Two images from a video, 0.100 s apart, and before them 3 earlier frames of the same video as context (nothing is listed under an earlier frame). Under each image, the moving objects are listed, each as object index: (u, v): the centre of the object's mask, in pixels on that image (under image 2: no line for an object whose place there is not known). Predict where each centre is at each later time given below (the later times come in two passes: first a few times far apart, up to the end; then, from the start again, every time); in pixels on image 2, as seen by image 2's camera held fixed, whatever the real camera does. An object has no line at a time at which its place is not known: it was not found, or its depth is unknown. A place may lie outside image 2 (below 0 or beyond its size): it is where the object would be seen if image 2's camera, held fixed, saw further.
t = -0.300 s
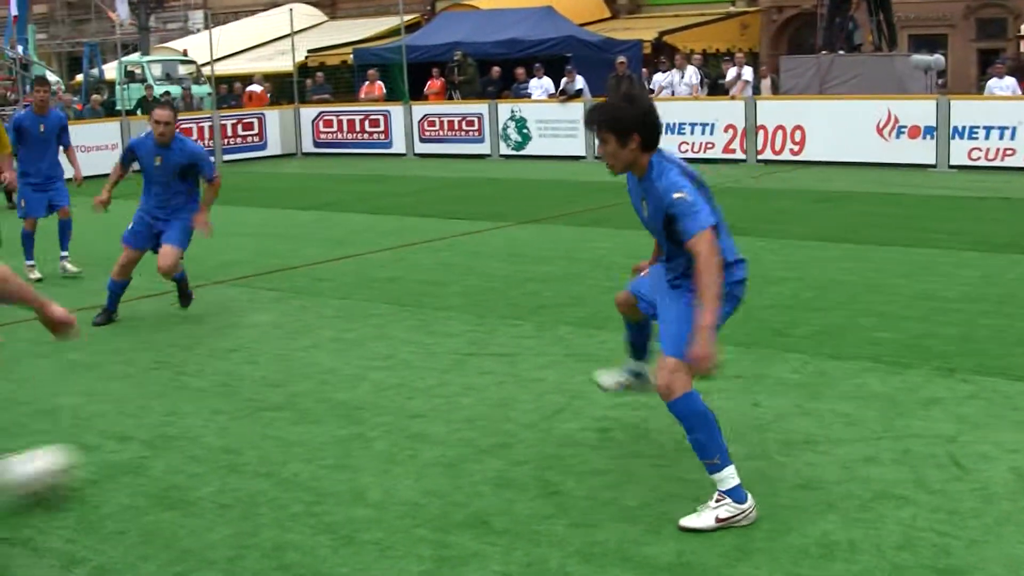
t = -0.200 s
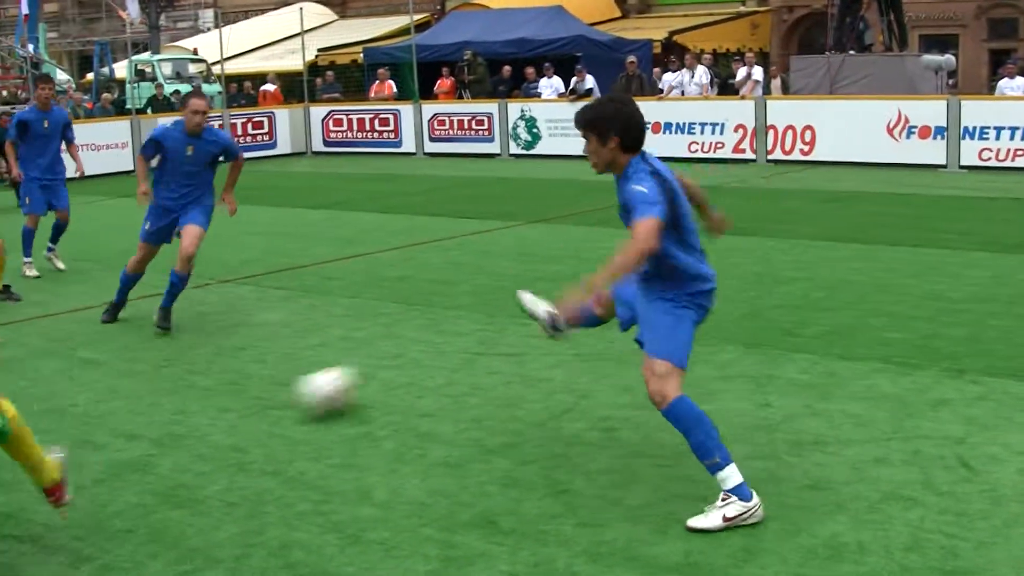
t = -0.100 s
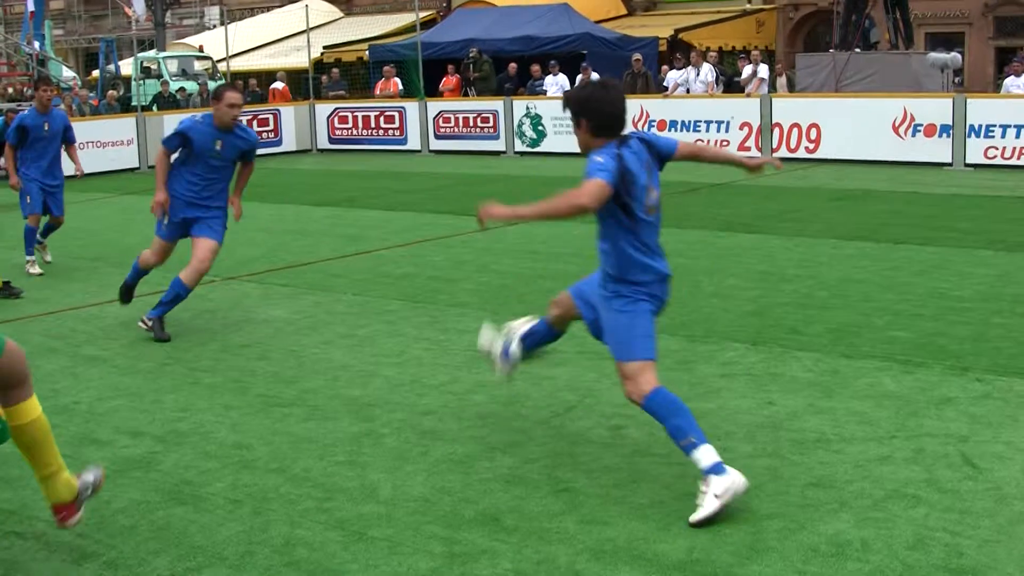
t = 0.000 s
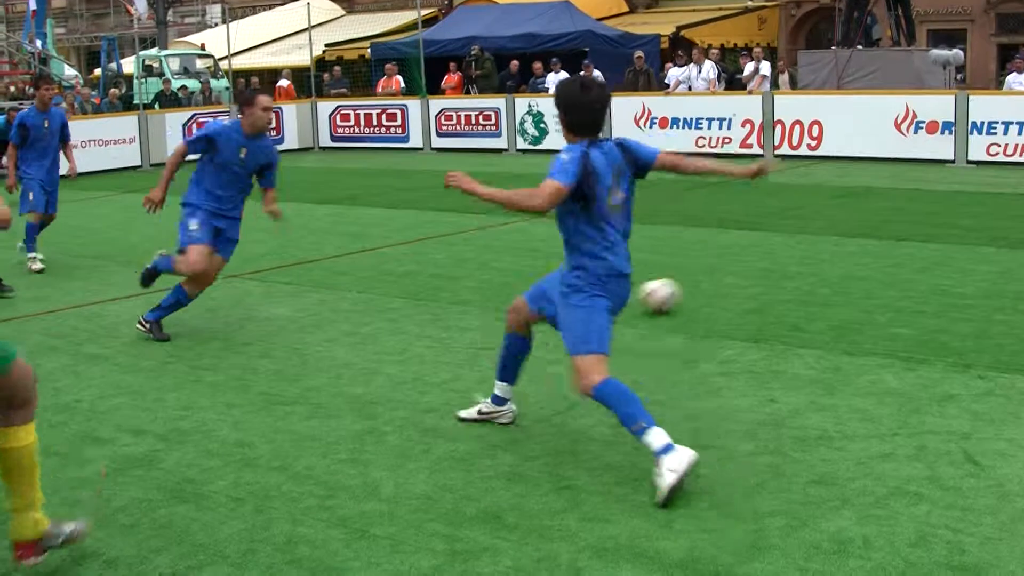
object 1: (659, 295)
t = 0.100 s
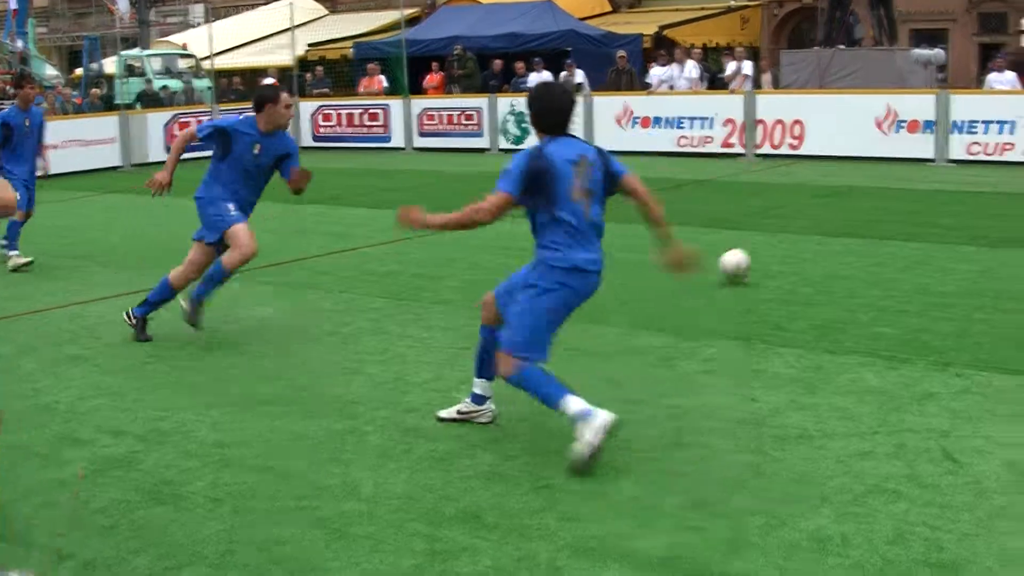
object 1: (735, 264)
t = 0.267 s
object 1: (845, 236)
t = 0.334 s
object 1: (875, 228)
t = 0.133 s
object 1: (762, 258)
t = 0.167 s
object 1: (785, 253)
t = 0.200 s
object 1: (807, 246)
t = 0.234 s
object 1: (827, 243)
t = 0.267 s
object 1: (845, 236)
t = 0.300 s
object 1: (860, 231)
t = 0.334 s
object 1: (875, 228)
